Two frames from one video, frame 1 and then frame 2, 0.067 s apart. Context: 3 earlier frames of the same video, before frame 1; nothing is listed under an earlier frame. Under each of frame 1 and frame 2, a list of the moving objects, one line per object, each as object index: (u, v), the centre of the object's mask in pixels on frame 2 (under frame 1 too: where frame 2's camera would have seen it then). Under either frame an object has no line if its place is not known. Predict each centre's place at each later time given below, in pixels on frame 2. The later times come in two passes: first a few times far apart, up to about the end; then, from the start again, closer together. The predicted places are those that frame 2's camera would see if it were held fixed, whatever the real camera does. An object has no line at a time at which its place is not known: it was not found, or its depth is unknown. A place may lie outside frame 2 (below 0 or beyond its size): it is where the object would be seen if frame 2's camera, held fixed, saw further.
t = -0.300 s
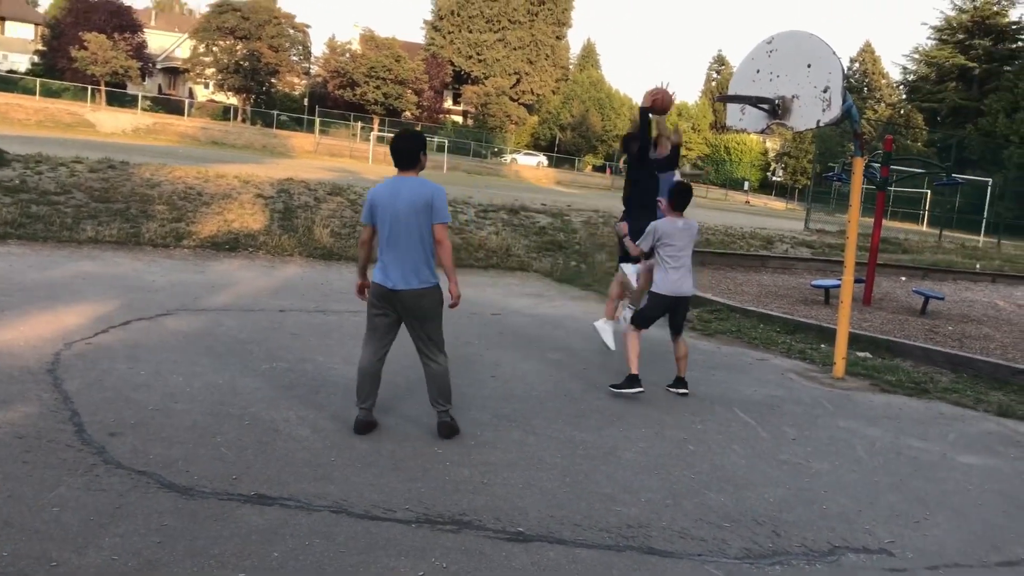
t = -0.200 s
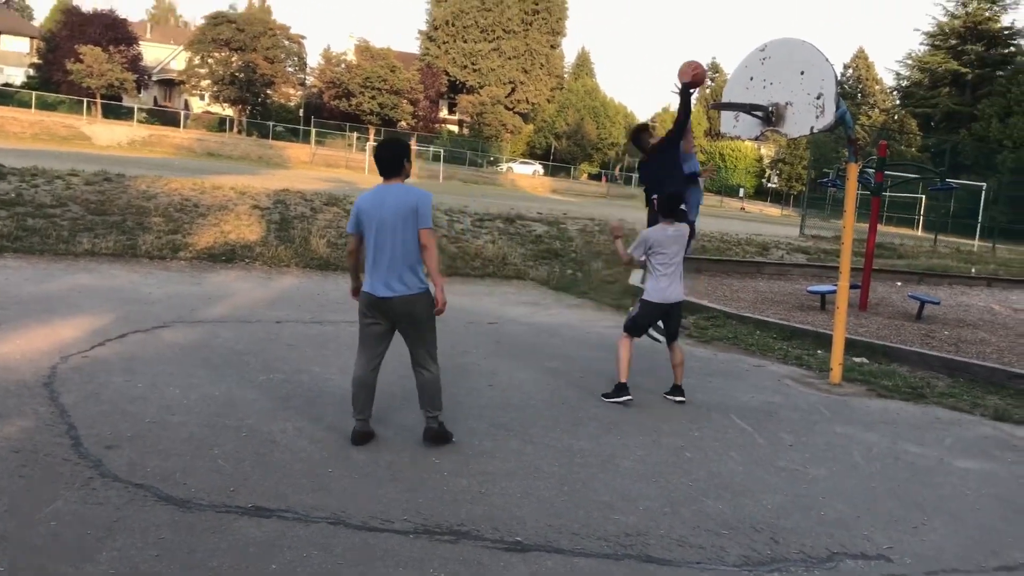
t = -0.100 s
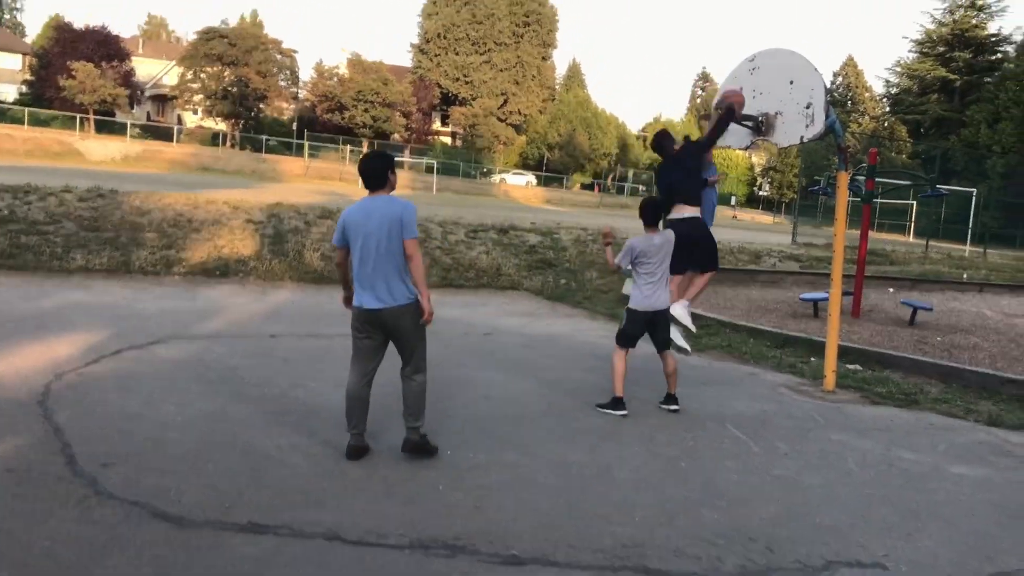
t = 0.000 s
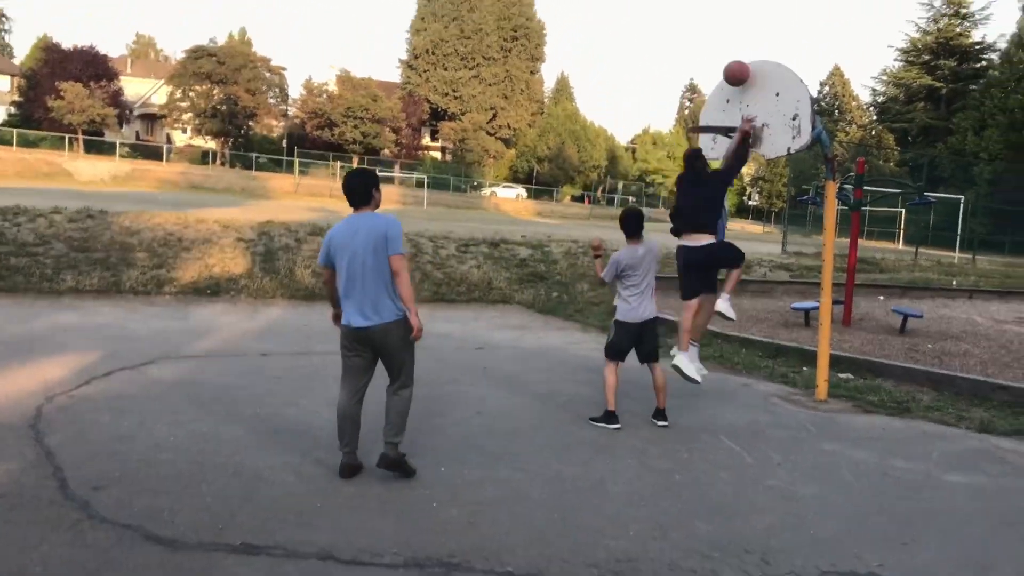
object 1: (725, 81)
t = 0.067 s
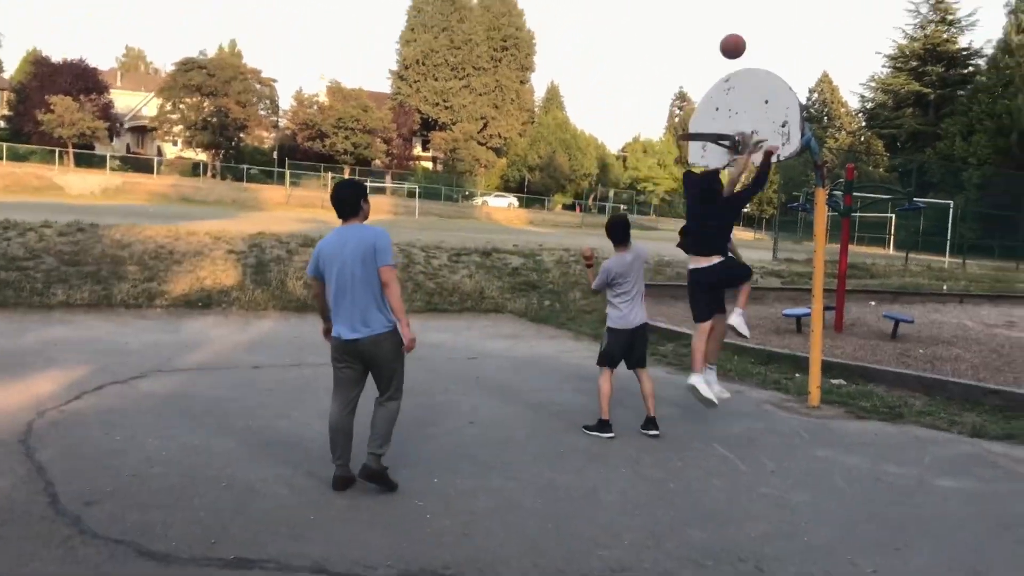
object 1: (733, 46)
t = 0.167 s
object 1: (744, 3)
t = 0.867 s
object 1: (799, 5)
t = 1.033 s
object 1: (806, 84)
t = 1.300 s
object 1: (888, 101)
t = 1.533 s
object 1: (1005, 115)
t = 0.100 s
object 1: (736, 31)
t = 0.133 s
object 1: (740, 16)
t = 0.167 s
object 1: (744, 3)
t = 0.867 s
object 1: (799, 5)
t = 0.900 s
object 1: (800, 18)
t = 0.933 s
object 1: (802, 33)
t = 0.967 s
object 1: (804, 48)
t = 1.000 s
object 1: (805, 66)
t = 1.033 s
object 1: (806, 84)
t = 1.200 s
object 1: (838, 117)
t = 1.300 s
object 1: (888, 101)
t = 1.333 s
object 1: (902, 102)
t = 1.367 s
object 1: (919, 101)
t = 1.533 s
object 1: (1005, 115)
